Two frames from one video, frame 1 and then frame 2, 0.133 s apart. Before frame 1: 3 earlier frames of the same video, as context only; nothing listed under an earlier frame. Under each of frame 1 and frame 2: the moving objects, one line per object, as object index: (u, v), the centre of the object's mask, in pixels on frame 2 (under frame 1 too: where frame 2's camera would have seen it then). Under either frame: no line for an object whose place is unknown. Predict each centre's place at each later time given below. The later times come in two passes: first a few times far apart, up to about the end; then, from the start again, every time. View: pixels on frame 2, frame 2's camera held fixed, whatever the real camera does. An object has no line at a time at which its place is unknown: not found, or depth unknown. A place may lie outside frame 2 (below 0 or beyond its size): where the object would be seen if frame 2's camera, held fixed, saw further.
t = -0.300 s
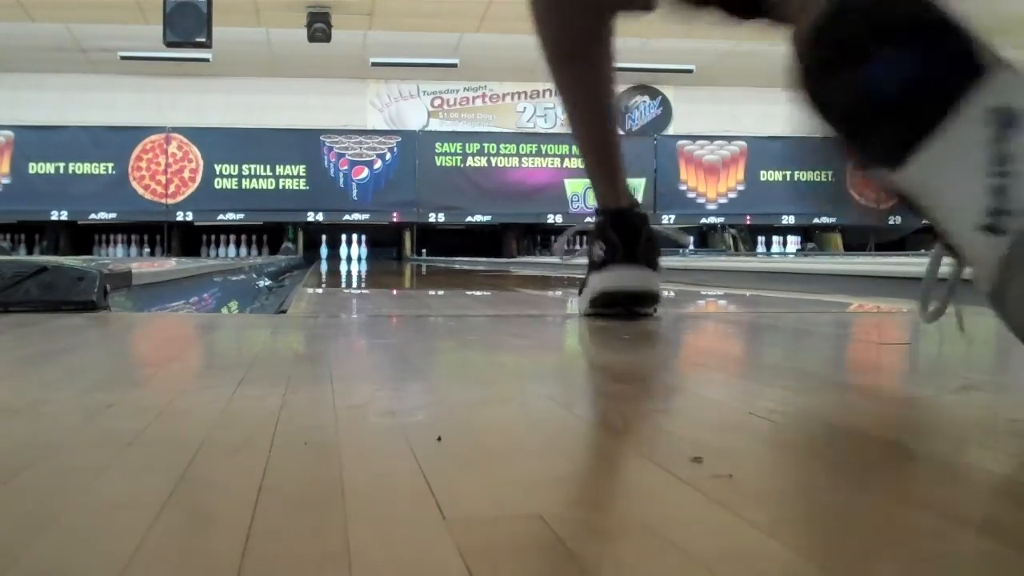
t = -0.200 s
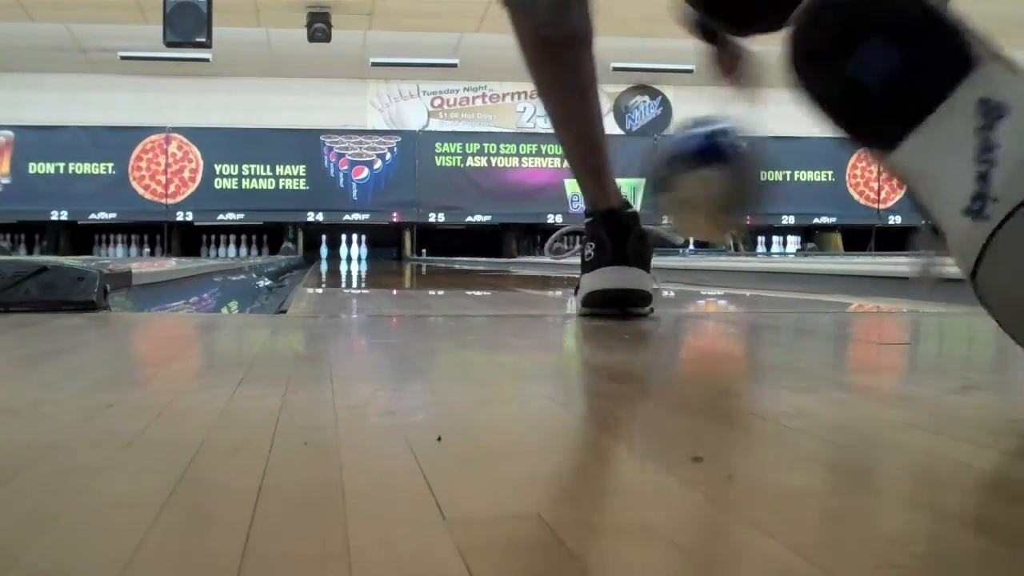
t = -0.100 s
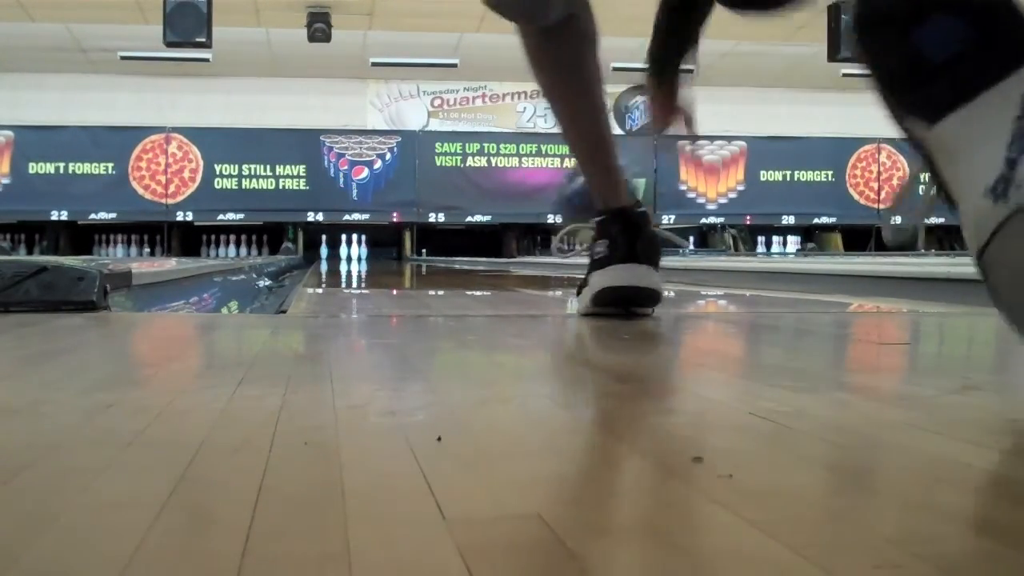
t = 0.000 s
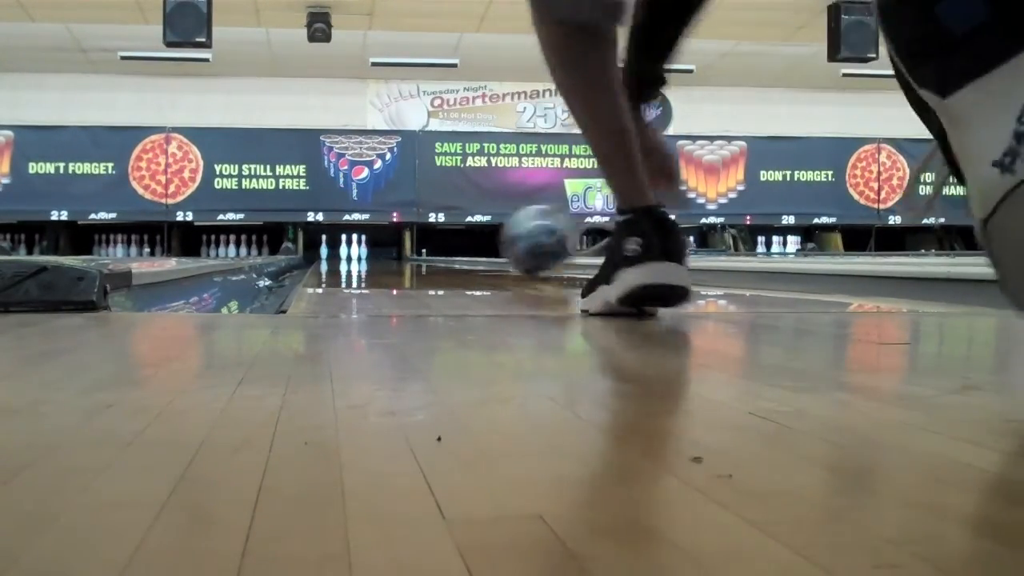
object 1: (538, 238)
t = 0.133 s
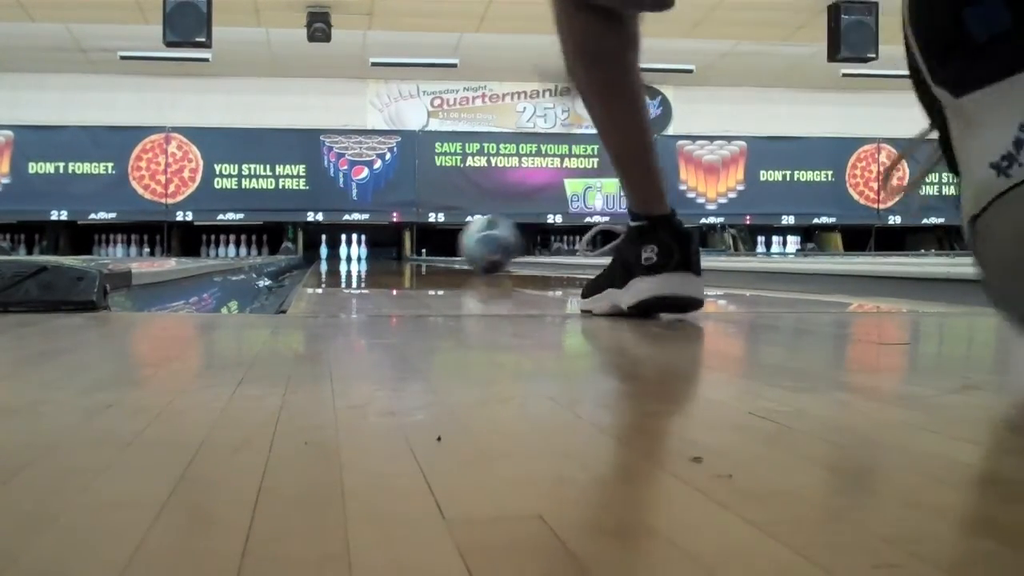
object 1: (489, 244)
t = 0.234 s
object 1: (463, 246)
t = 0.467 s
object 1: (424, 248)
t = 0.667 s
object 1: (403, 249)
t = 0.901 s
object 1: (386, 251)
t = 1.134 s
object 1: (374, 251)
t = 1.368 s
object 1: (366, 251)
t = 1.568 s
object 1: (359, 251)
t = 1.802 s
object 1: (353, 253)
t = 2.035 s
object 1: (347, 252)
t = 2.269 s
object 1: (328, 253)
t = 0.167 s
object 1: (479, 244)
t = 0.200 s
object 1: (470, 246)
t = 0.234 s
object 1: (463, 246)
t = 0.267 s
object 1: (456, 247)
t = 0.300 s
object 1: (449, 247)
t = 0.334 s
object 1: (443, 246)
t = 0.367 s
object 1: (438, 247)
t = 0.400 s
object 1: (433, 247)
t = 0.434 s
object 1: (428, 247)
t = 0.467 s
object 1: (424, 248)
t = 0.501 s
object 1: (419, 248)
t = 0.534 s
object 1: (415, 248)
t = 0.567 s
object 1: (412, 249)
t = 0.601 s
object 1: (409, 249)
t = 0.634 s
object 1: (405, 249)
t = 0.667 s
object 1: (403, 249)
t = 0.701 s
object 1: (399, 249)
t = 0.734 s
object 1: (396, 250)
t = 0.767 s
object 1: (394, 250)
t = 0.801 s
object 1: (392, 251)
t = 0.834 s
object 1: (391, 251)
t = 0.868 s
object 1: (388, 251)
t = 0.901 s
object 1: (386, 251)
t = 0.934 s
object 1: (384, 251)
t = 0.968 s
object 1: (382, 251)
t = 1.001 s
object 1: (381, 251)
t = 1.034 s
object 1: (379, 251)
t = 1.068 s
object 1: (377, 251)
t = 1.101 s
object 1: (376, 251)
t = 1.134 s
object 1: (374, 251)
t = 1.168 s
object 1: (372, 251)
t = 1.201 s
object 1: (371, 251)
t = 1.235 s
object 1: (370, 251)
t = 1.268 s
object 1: (369, 251)
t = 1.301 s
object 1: (368, 251)
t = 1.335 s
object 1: (367, 251)
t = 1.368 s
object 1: (366, 251)
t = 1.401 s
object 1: (364, 252)
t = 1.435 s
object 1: (363, 252)
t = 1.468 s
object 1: (361, 252)
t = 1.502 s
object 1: (360, 252)
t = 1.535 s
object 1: (360, 252)
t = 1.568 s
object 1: (359, 251)
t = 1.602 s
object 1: (358, 252)
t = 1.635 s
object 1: (357, 252)
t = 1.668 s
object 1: (356, 252)
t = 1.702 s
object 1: (356, 252)
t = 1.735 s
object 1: (355, 253)
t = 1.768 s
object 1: (353, 253)
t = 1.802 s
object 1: (353, 253)
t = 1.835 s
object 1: (352, 253)
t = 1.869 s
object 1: (351, 253)
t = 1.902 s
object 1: (351, 253)
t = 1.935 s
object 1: (350, 253)
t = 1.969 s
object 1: (349, 252)
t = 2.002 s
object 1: (347, 252)
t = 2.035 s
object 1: (347, 252)
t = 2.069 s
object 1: (346, 252)
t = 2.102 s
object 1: (346, 252)
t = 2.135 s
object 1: (345, 252)
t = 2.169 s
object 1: (345, 252)
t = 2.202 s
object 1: (342, 252)
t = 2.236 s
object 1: (335, 253)
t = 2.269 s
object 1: (328, 253)
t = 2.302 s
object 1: (326, 253)
